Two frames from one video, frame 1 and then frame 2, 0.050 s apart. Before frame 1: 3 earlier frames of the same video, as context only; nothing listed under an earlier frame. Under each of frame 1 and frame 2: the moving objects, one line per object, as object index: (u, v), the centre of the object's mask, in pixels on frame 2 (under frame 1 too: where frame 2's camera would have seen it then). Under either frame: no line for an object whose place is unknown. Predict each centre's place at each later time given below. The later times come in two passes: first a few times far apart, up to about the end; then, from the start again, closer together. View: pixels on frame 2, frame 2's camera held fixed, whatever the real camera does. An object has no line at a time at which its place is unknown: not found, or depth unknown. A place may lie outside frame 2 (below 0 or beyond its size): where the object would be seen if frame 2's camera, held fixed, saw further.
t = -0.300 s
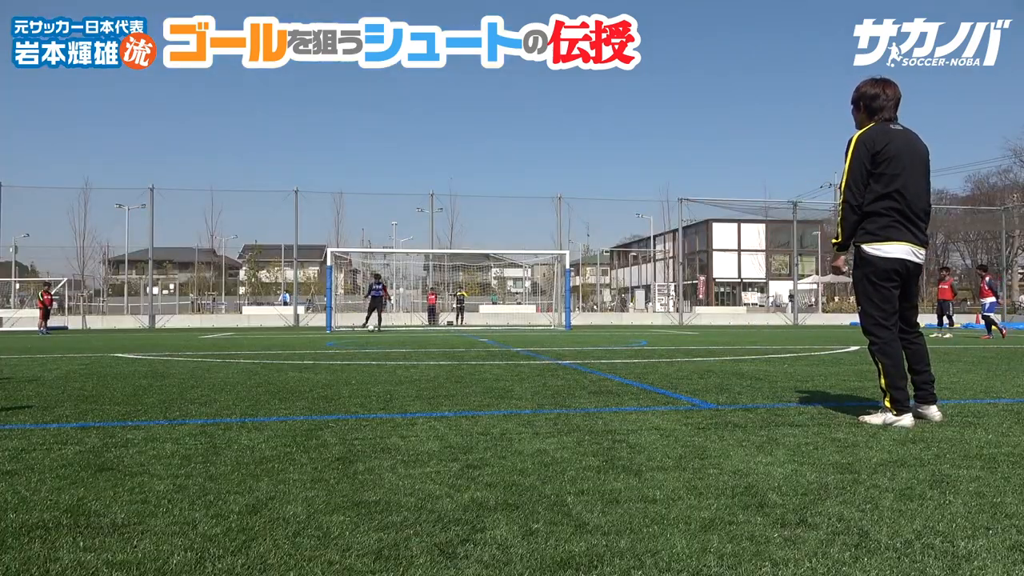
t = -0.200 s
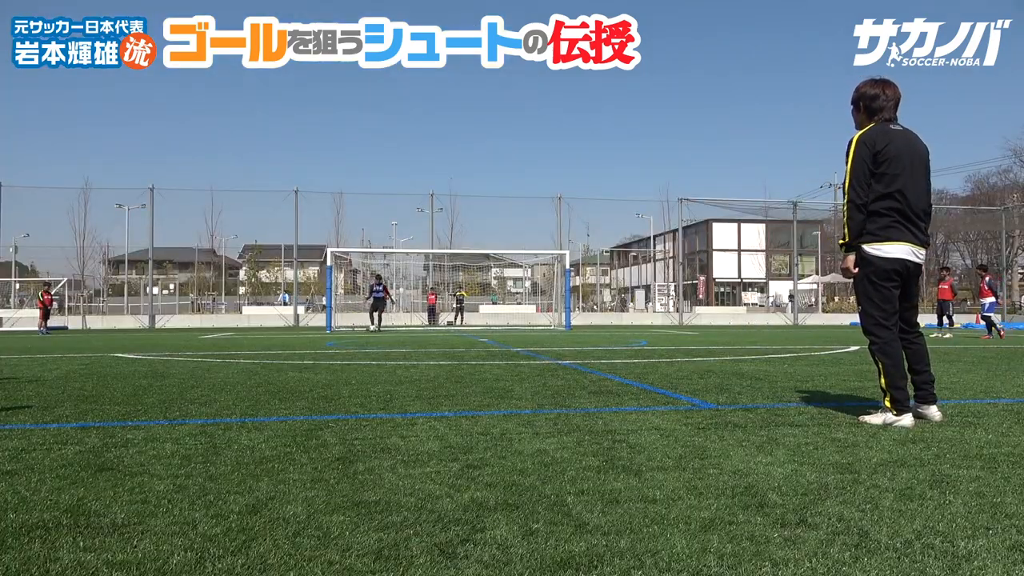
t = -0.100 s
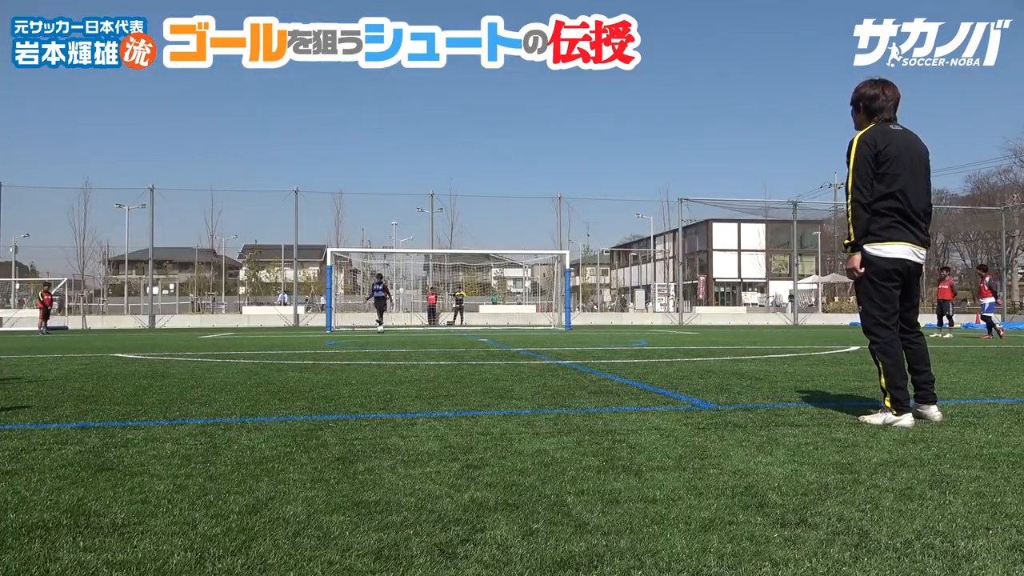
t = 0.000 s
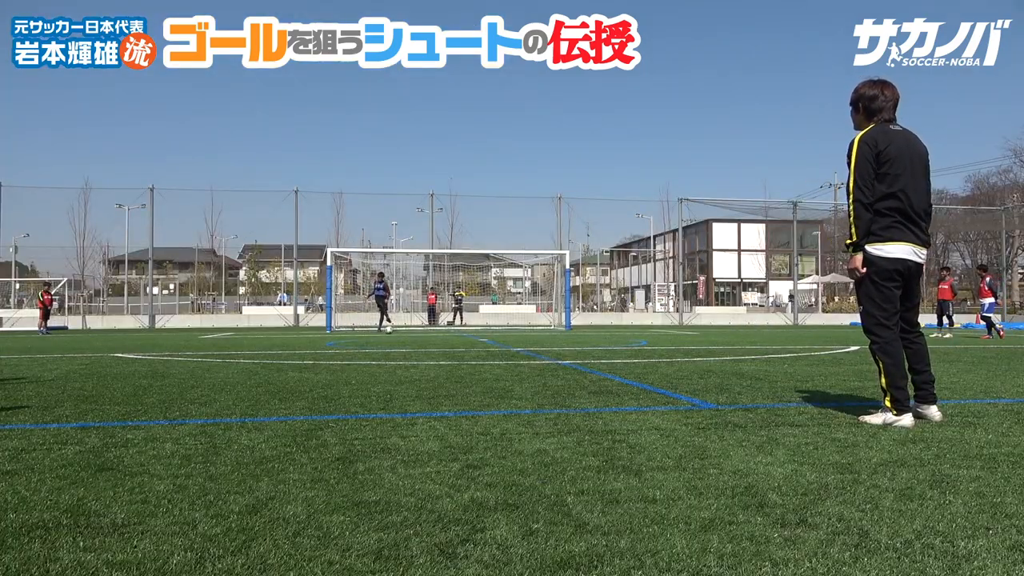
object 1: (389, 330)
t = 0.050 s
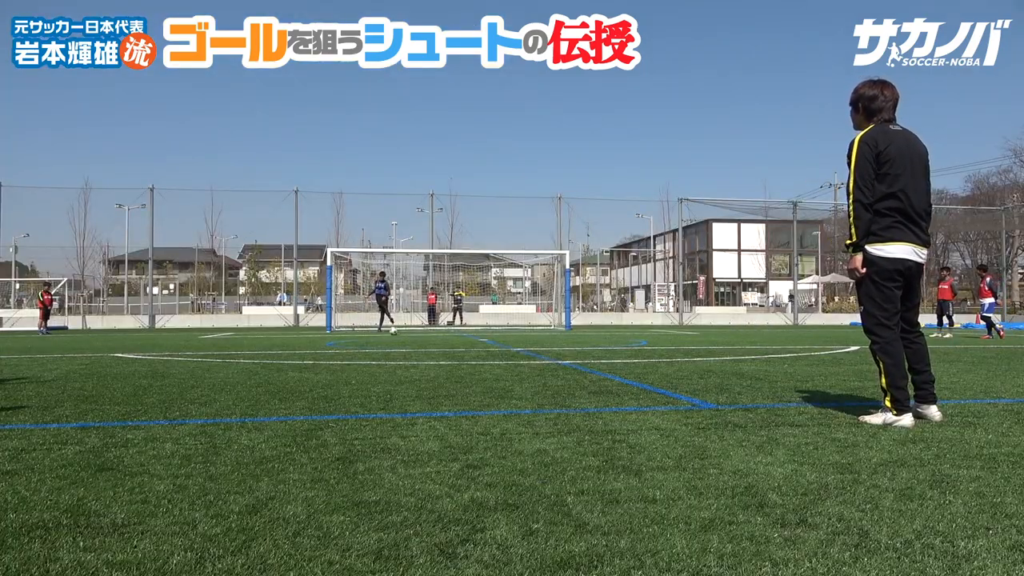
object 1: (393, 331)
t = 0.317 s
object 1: (420, 333)
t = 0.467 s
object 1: (436, 335)
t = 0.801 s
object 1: (479, 339)
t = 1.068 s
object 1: (524, 343)
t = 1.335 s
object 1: (582, 348)
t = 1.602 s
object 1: (662, 355)
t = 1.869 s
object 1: (777, 366)
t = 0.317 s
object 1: (420, 333)
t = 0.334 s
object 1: (421, 333)
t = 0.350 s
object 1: (423, 334)
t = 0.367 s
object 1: (425, 334)
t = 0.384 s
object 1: (427, 334)
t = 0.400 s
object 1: (429, 334)
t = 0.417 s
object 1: (430, 334)
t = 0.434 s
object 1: (432, 334)
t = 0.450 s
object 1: (434, 335)
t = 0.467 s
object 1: (436, 335)
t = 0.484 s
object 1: (438, 335)
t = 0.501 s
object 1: (439, 335)
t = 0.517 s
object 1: (442, 335)
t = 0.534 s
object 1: (443, 335)
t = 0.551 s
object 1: (445, 336)
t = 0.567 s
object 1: (447, 336)
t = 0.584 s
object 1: (449, 336)
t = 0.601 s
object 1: (451, 336)
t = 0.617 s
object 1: (453, 336)
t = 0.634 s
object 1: (455, 337)
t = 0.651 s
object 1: (458, 337)
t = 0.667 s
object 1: (459, 337)
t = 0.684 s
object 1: (462, 337)
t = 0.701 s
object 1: (464, 337)
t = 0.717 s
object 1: (466, 337)
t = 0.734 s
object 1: (469, 338)
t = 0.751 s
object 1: (471, 338)
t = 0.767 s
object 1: (474, 338)
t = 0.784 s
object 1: (476, 338)
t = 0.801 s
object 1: (479, 339)
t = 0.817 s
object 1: (481, 339)
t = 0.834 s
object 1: (484, 340)
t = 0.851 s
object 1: (487, 339)
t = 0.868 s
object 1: (489, 339)
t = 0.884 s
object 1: (492, 339)
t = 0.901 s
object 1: (494, 340)
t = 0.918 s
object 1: (497, 340)
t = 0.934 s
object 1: (500, 341)
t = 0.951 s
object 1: (503, 341)
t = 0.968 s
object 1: (506, 341)
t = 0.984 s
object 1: (509, 340)
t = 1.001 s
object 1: (512, 341)
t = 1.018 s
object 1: (515, 341)
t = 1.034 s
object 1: (518, 342)
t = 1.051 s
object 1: (521, 343)
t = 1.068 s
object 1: (524, 343)
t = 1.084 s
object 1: (527, 343)
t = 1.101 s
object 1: (530, 343)
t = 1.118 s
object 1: (534, 343)
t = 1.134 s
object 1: (537, 344)
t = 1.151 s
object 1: (541, 344)
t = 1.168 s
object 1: (544, 344)
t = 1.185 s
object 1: (547, 345)
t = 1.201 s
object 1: (551, 345)
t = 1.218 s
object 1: (555, 346)
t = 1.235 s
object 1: (559, 346)
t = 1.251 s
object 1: (562, 346)
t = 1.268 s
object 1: (566, 347)
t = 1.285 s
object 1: (570, 347)
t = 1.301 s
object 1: (574, 348)
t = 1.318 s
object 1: (578, 348)
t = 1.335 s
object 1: (582, 348)
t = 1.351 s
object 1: (586, 348)
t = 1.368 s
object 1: (591, 348)
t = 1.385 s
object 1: (595, 349)
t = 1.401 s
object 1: (599, 350)
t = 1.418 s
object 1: (604, 350)
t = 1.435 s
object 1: (609, 351)
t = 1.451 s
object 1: (614, 351)
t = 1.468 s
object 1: (618, 350)
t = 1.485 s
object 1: (624, 351)
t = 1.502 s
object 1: (629, 352)
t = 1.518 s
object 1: (634, 353)
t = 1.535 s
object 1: (640, 354)
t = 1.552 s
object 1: (645, 354)
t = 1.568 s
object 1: (650, 354)
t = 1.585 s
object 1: (656, 354)
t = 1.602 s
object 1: (662, 355)
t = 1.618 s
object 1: (668, 356)
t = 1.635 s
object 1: (674, 357)
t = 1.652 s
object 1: (680, 358)
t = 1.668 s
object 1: (687, 358)
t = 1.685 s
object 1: (694, 359)
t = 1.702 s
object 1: (700, 359)
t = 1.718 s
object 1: (707, 360)
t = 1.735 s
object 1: (714, 361)
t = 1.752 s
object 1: (721, 361)
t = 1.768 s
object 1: (728, 362)
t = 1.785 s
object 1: (736, 362)
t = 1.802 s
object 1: (744, 362)
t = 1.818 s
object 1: (753, 363)
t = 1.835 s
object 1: (761, 364)
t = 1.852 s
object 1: (769, 365)
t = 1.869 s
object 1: (777, 366)
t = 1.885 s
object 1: (787, 366)
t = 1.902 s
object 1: (795, 367)
